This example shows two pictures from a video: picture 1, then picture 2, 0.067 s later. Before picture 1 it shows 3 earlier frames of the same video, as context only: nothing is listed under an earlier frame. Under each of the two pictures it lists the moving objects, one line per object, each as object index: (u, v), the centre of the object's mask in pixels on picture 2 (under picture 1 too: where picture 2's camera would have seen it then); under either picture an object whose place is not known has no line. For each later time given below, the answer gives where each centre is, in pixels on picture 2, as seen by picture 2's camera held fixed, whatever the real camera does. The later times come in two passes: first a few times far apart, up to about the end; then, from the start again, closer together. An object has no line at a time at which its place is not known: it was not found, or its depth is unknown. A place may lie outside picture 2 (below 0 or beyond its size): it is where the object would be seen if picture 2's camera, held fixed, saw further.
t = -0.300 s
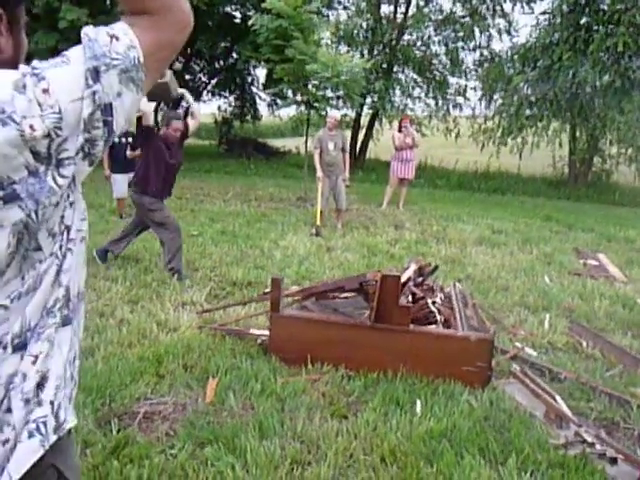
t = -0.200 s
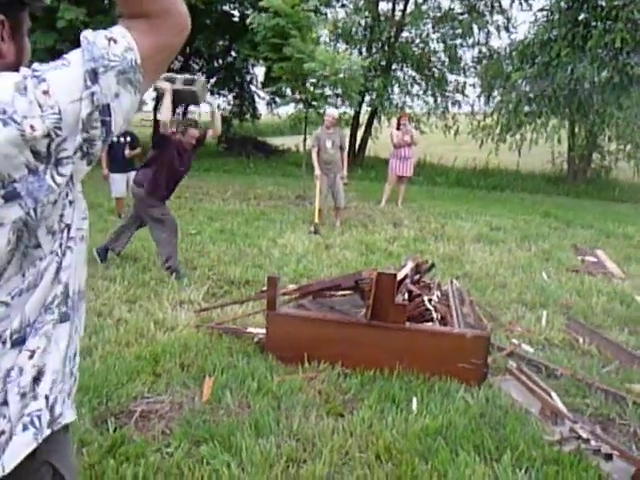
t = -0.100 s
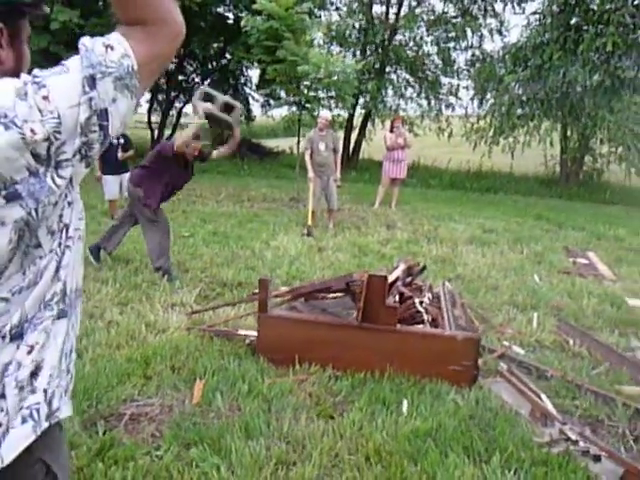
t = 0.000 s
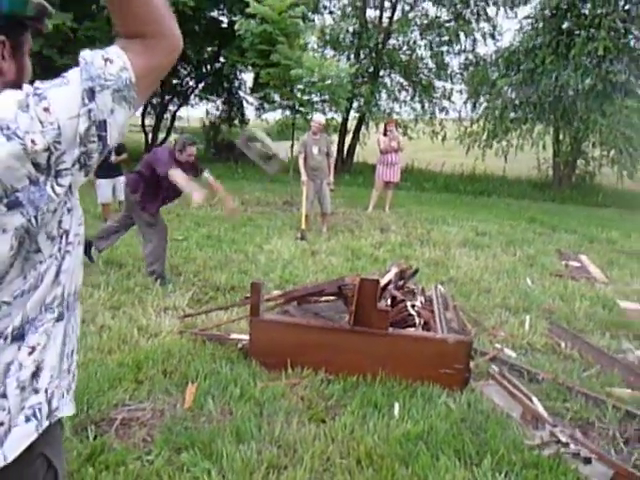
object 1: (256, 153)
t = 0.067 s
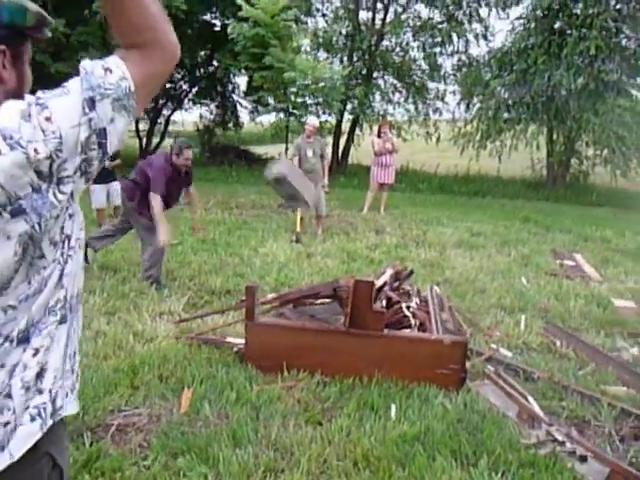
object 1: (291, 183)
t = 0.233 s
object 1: (377, 260)
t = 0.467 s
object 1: (442, 276)
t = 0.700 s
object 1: (515, 367)
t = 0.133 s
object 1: (329, 221)
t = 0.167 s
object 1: (347, 243)
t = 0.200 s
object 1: (365, 258)
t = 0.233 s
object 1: (377, 260)
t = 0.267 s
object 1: (386, 262)
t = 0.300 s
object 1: (393, 261)
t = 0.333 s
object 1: (401, 260)
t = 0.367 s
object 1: (412, 261)
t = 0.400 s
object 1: (421, 261)
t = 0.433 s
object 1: (430, 268)
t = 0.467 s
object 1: (442, 276)
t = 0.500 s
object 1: (449, 284)
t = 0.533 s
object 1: (460, 295)
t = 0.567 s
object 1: (471, 306)
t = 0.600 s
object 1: (482, 320)
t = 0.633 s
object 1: (494, 334)
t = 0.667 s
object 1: (509, 357)
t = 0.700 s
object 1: (515, 367)
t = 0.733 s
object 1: (528, 368)
